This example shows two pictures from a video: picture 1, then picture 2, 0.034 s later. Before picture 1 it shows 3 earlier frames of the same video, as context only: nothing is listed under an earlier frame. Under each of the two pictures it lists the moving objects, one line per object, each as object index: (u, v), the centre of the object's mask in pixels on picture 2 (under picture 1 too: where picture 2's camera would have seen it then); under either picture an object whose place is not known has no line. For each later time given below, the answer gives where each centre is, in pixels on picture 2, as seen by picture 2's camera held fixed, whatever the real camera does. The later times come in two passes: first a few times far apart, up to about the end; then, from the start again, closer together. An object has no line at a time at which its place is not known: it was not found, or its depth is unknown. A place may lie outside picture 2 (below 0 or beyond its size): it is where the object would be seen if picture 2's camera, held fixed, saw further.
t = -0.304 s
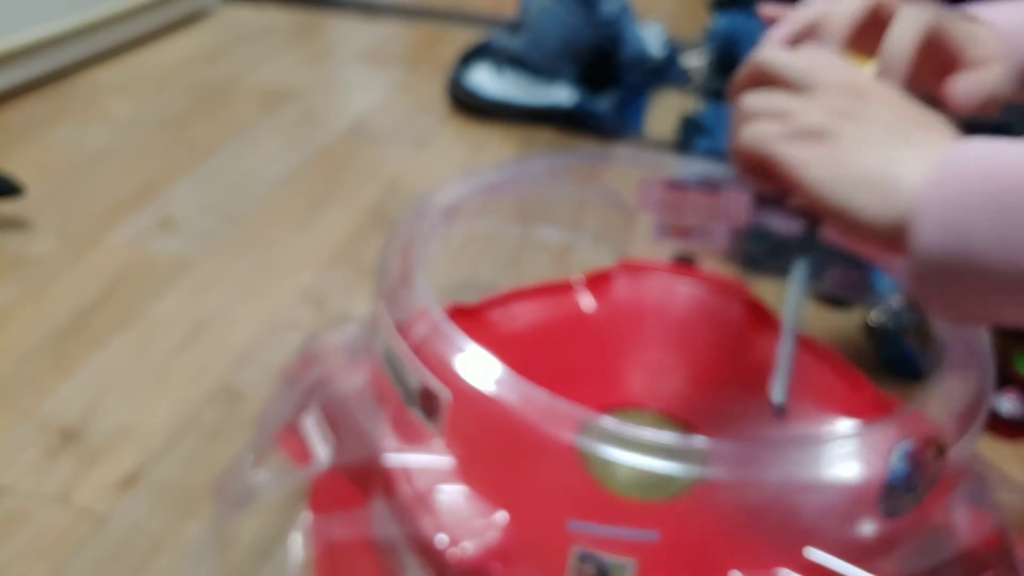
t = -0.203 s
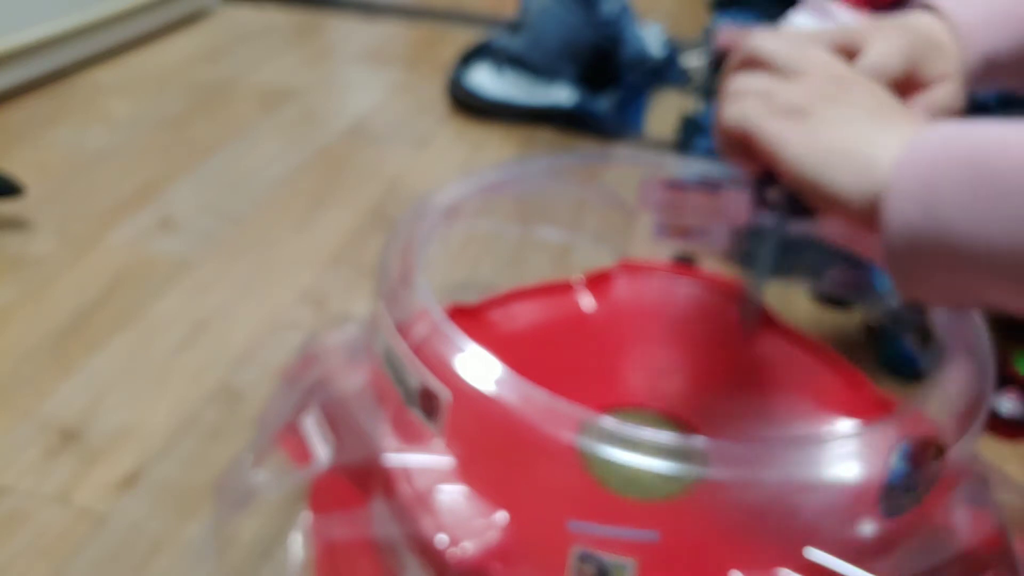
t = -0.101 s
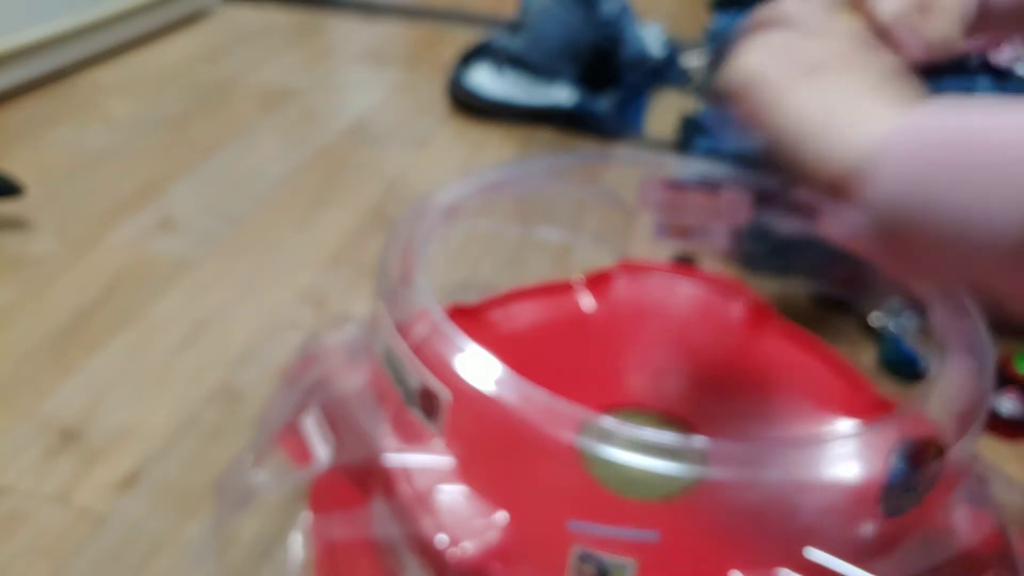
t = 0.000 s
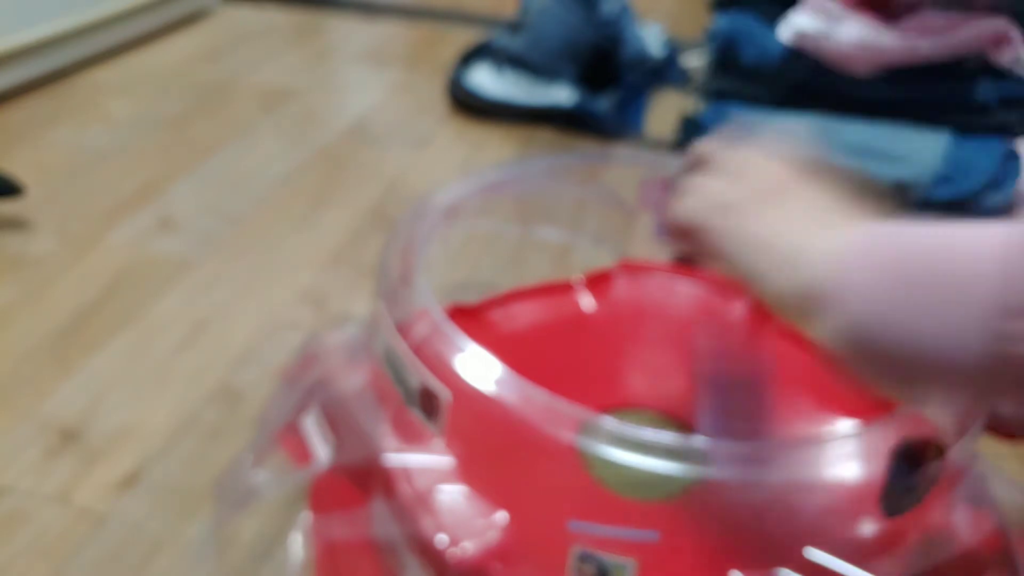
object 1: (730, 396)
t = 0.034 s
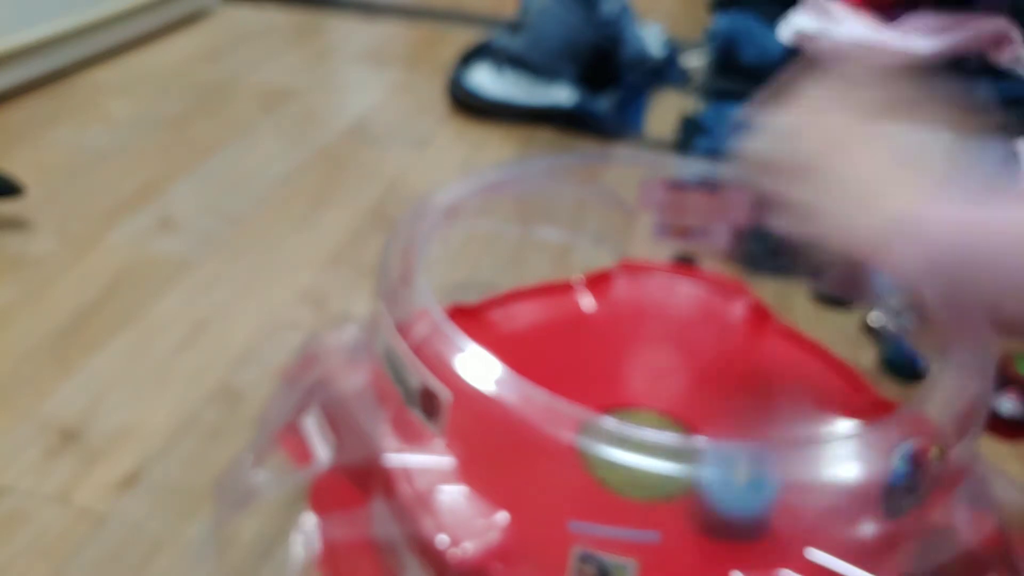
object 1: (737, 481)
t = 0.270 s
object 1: (699, 483)
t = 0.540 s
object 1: (586, 397)
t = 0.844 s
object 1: (678, 357)
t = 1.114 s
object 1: (758, 498)
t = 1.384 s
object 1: (511, 471)
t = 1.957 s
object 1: (790, 394)
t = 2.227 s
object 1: (700, 535)
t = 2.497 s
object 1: (491, 412)
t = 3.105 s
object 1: (807, 413)
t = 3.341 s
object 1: (821, 507)
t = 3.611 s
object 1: (692, 496)
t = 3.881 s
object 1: (734, 476)
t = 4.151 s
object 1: (719, 463)
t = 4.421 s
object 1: (782, 447)
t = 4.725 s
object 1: (768, 468)
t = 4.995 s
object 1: (757, 428)
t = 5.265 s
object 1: (819, 408)
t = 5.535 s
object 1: (808, 403)
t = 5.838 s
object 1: (793, 373)
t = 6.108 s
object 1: (768, 371)
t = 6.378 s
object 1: (734, 365)
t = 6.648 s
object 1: (621, 376)
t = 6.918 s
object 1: (557, 346)
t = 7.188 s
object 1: (606, 393)
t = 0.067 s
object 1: (743, 451)
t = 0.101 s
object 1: (744, 431)
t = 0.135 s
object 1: (743, 420)
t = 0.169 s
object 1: (737, 430)
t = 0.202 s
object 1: (726, 451)
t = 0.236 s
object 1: (708, 503)
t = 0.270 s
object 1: (699, 483)
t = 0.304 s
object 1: (682, 469)
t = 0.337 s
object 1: (661, 467)
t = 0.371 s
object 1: (641, 470)
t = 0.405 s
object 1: (626, 463)
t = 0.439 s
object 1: (611, 461)
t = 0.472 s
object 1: (594, 450)
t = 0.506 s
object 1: (582, 432)
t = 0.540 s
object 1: (586, 397)
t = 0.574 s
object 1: (578, 390)
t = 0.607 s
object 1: (579, 382)
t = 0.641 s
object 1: (583, 373)
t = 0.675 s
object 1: (592, 364)
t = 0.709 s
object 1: (604, 357)
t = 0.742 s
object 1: (619, 351)
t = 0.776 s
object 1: (638, 349)
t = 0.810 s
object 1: (657, 351)
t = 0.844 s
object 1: (678, 357)
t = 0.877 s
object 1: (699, 365)
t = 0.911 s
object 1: (720, 376)
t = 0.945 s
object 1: (739, 392)
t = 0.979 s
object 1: (754, 407)
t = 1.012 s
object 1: (763, 419)
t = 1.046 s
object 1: (768, 452)
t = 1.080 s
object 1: (768, 473)
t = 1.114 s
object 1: (758, 498)
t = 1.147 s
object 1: (738, 512)
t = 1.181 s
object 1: (710, 523)
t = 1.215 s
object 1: (677, 527)
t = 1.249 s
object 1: (635, 526)
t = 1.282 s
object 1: (598, 517)
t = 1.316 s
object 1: (561, 506)
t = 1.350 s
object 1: (533, 490)
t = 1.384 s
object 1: (511, 471)
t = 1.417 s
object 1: (497, 454)
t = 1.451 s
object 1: (487, 437)
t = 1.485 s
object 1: (483, 423)
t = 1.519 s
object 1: (488, 404)
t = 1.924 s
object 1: (771, 373)
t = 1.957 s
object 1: (790, 394)
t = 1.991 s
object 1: (801, 411)
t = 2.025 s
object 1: (808, 446)
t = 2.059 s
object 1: (811, 469)
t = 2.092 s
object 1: (805, 492)
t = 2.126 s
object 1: (789, 511)
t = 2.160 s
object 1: (765, 524)
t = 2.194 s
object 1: (735, 531)
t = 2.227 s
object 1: (700, 535)
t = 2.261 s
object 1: (663, 533)
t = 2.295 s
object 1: (620, 526)
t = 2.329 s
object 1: (586, 512)
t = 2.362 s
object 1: (550, 496)
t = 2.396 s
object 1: (526, 475)
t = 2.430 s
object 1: (505, 454)
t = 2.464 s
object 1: (493, 434)
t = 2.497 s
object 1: (491, 412)
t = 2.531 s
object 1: (495, 387)
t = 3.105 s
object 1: (807, 413)
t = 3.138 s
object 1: (804, 442)
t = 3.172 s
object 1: (797, 459)
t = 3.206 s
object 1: (788, 480)
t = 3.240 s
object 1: (789, 489)
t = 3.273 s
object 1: (813, 502)
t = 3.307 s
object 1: (821, 503)
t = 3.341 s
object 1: (821, 507)
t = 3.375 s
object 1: (816, 510)
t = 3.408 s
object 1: (805, 511)
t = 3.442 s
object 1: (790, 511)
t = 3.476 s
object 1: (771, 510)
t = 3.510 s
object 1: (749, 508)
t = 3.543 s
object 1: (729, 504)
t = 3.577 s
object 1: (710, 501)
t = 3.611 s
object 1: (692, 496)
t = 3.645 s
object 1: (674, 486)
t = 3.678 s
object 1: (660, 487)
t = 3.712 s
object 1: (676, 479)
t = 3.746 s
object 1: (697, 481)
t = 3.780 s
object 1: (712, 479)
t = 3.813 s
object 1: (723, 478)
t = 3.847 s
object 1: (729, 477)
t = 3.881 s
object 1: (734, 476)
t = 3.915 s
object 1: (735, 477)
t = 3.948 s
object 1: (735, 476)
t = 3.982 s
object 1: (733, 478)
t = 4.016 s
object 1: (732, 477)
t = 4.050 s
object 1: (729, 477)
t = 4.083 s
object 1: (726, 469)
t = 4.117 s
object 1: (721, 473)
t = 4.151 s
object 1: (719, 463)
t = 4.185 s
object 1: (715, 462)
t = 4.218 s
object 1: (714, 456)
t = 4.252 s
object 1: (710, 454)
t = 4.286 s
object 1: (709, 451)
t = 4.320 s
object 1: (728, 450)
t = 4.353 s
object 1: (748, 449)
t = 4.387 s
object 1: (766, 449)
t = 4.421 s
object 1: (782, 447)
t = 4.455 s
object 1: (794, 447)
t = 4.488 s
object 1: (803, 448)
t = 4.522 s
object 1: (808, 449)
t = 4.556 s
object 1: (809, 452)
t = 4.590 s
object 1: (808, 455)
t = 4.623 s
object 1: (803, 458)
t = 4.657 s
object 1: (794, 462)
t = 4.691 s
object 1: (782, 465)
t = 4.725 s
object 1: (768, 468)
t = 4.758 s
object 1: (751, 472)
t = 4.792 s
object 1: (738, 462)
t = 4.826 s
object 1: (723, 458)
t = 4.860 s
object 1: (725, 430)
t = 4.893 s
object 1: (736, 431)
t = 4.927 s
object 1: (747, 434)
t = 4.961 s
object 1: (754, 431)
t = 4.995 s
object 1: (757, 428)
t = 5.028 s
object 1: (760, 426)
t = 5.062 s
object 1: (762, 425)
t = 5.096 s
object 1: (763, 424)
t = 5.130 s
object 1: (762, 424)
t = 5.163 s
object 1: (760, 424)
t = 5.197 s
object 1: (760, 423)
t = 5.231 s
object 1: (789, 416)
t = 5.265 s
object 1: (819, 408)
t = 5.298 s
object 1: (840, 399)
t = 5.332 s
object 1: (850, 393)
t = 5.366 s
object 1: (855, 391)
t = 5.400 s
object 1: (853, 391)
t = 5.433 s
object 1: (848, 392)
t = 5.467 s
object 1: (837, 395)
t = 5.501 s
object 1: (824, 399)
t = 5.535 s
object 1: (808, 403)
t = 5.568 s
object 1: (792, 407)
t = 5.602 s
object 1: (774, 411)
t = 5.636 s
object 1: (760, 412)
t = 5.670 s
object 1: (773, 402)
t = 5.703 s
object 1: (786, 397)
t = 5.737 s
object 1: (793, 388)
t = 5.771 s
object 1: (795, 380)
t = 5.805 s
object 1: (795, 375)
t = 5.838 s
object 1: (793, 373)
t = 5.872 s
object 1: (790, 372)
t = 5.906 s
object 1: (784, 372)
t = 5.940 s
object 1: (777, 374)
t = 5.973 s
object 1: (769, 377)
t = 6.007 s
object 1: (759, 380)
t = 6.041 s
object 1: (751, 381)
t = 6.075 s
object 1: (759, 377)
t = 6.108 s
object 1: (768, 371)
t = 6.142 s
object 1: (772, 366)
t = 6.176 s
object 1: (773, 362)
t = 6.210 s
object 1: (772, 360)
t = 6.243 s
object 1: (768, 359)
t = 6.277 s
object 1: (762, 360)
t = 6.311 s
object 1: (754, 361)
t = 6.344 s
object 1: (745, 362)
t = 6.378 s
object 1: (734, 365)
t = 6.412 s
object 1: (723, 367)
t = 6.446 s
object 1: (711, 371)
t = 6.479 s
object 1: (698, 374)
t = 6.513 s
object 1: (684, 377)
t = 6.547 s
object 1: (671, 379)
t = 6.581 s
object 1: (657, 381)
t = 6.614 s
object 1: (643, 382)
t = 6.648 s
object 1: (621, 376)
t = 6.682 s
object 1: (601, 368)
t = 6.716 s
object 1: (585, 361)
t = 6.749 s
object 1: (574, 355)
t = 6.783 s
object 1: (566, 350)
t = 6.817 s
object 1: (560, 345)
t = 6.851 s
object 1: (557, 343)
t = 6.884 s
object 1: (556, 345)
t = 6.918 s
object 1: (557, 346)
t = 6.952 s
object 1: (561, 351)
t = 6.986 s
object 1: (567, 358)
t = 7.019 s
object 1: (574, 365)
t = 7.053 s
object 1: (584, 372)
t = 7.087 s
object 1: (594, 380)
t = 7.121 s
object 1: (604, 387)
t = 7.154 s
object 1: (613, 393)
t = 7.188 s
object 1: (606, 393)
